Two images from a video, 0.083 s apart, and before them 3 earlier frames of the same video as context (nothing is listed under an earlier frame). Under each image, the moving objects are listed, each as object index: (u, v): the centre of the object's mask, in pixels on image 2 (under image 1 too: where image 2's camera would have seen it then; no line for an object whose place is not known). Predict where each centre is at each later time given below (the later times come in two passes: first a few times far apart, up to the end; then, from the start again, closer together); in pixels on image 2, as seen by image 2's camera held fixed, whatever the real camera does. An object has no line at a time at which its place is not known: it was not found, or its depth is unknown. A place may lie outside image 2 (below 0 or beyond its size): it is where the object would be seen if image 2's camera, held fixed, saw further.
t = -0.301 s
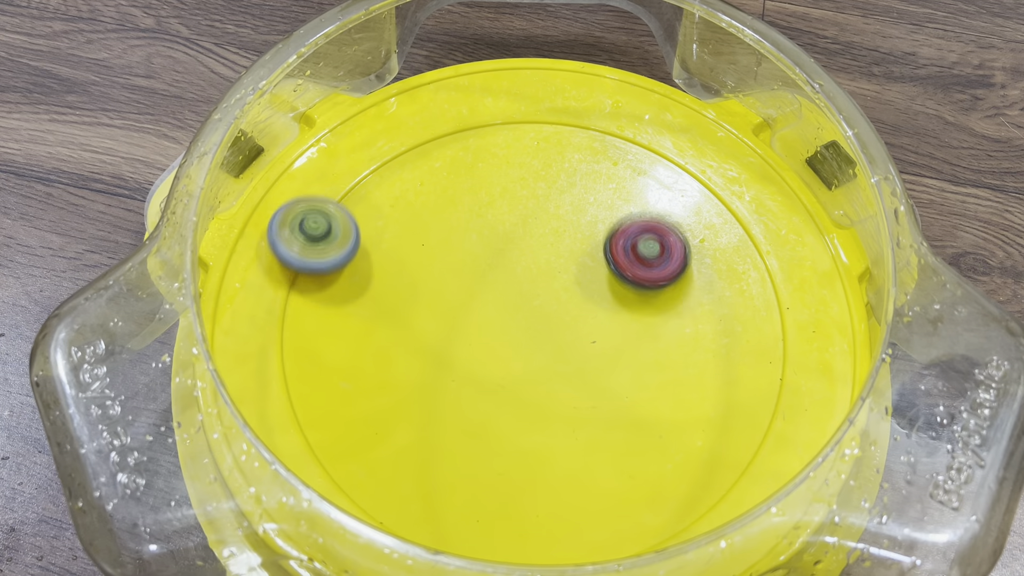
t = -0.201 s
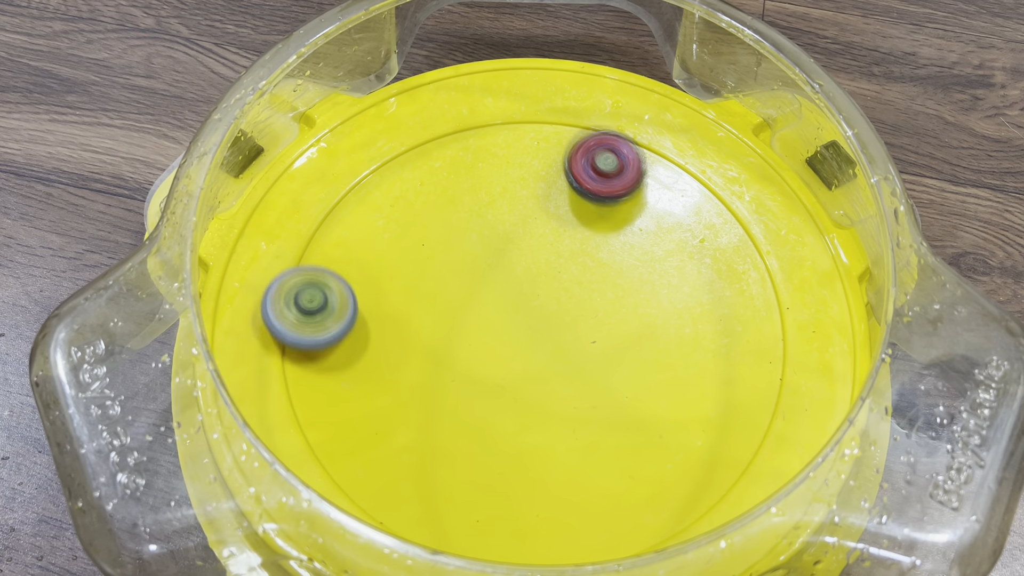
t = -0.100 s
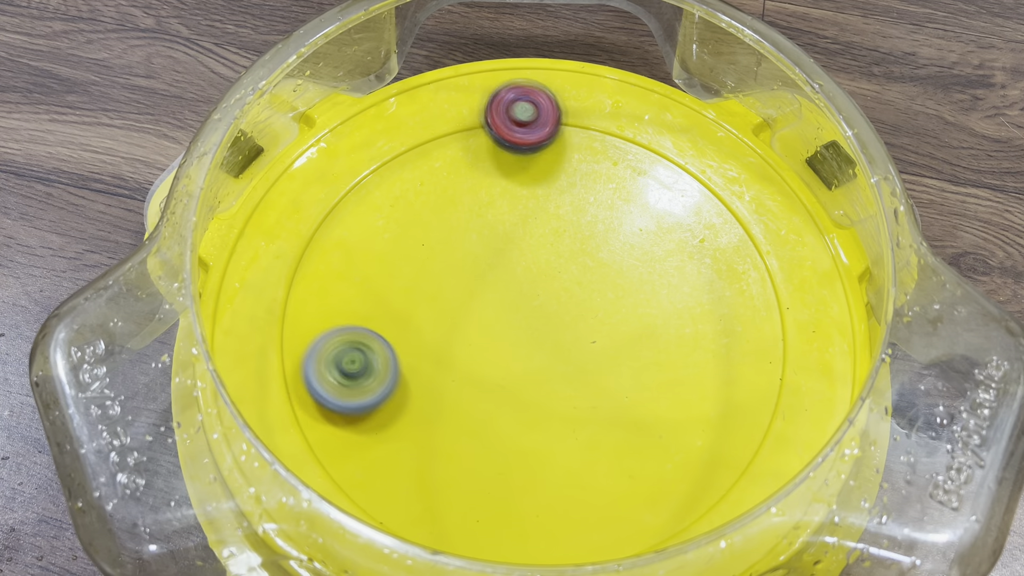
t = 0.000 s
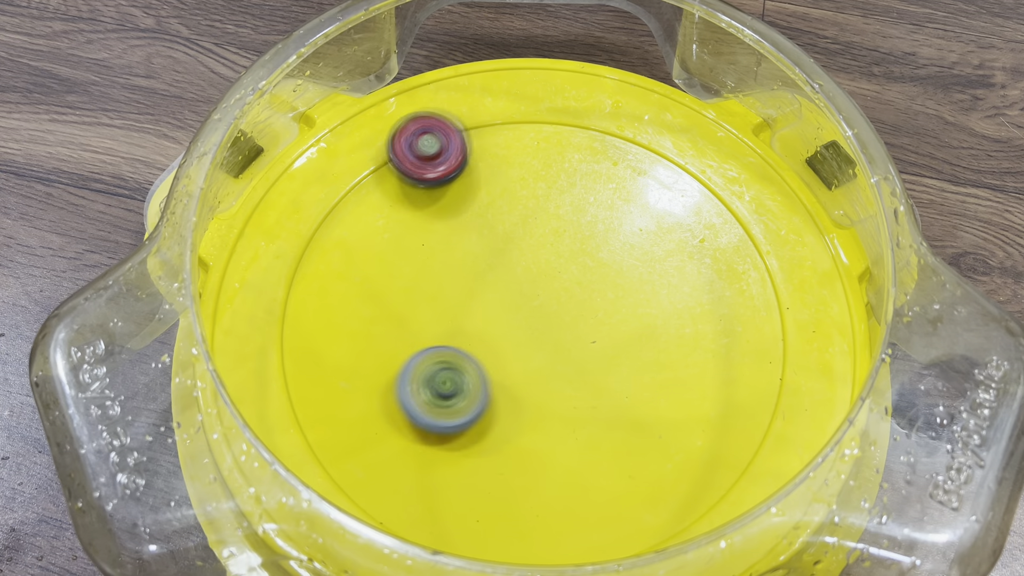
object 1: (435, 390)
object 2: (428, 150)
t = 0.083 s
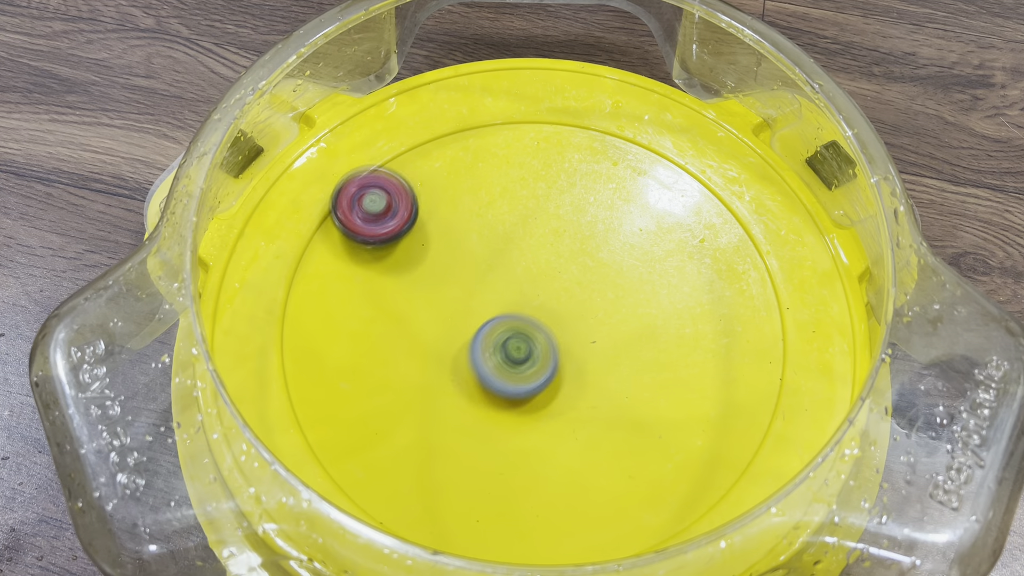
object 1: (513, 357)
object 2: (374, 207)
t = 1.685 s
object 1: (526, 331)
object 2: (752, 270)
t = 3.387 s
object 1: (495, 374)
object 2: (528, 483)
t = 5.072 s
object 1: (537, 375)
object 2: (466, 203)
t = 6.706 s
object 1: (630, 202)
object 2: (653, 382)
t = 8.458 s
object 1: (619, 389)
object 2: (377, 332)
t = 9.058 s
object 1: (467, 369)
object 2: (588, 267)
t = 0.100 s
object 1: (523, 346)
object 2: (368, 222)
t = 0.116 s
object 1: (533, 333)
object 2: (365, 238)
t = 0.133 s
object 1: (541, 321)
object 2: (364, 254)
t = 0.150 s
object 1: (542, 307)
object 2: (364, 271)
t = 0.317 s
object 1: (529, 180)
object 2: (484, 399)
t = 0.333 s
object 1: (520, 170)
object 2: (503, 404)
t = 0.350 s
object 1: (510, 161)
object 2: (523, 407)
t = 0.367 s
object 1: (499, 153)
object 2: (543, 408)
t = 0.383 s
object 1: (488, 146)
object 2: (562, 406)
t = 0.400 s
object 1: (476, 140)
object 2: (581, 404)
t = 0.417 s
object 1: (464, 136)
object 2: (600, 399)
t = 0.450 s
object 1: (440, 131)
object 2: (633, 386)
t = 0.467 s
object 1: (428, 132)
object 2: (648, 378)
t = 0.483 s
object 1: (418, 138)
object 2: (662, 367)
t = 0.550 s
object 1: (379, 166)
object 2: (704, 318)
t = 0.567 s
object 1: (371, 173)
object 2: (711, 304)
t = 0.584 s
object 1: (365, 182)
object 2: (717, 290)
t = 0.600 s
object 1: (361, 193)
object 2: (721, 276)
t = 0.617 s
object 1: (358, 205)
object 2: (724, 261)
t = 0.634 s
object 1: (356, 217)
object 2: (726, 247)
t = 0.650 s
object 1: (350, 229)
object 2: (725, 233)
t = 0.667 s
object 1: (351, 243)
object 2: (722, 219)
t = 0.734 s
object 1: (380, 296)
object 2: (694, 169)
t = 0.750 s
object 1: (392, 307)
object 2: (683, 158)
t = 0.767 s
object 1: (405, 318)
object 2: (670, 150)
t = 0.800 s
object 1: (435, 334)
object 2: (642, 137)
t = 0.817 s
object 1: (451, 340)
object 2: (627, 133)
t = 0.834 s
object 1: (468, 344)
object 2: (612, 131)
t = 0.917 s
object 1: (560, 337)
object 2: (534, 144)
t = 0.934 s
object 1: (575, 331)
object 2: (520, 151)
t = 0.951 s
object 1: (589, 324)
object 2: (506, 160)
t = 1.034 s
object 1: (644, 269)
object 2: (450, 219)
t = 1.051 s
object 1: (651, 256)
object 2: (442, 233)
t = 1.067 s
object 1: (656, 244)
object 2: (436, 249)
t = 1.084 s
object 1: (660, 230)
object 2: (432, 265)
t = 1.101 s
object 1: (662, 217)
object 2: (430, 281)
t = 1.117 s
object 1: (662, 203)
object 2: (430, 299)
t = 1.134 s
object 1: (662, 190)
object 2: (432, 315)
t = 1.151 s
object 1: (659, 177)
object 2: (435, 332)
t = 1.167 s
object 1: (655, 165)
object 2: (441, 349)
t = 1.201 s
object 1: (643, 143)
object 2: (456, 380)
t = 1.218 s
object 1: (635, 135)
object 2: (466, 394)
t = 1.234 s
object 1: (624, 130)
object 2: (478, 407)
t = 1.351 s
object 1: (539, 129)
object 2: (593, 466)
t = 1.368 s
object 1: (528, 132)
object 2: (611, 468)
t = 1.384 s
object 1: (517, 136)
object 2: (630, 469)
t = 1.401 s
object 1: (507, 142)
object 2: (649, 467)
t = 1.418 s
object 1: (498, 149)
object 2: (666, 462)
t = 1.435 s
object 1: (490, 157)
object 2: (683, 457)
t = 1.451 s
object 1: (482, 166)
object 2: (699, 449)
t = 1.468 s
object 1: (475, 176)
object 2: (714, 440)
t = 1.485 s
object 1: (470, 187)
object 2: (727, 430)
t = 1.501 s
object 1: (466, 199)
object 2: (739, 419)
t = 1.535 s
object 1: (462, 224)
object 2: (758, 394)
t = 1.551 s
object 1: (462, 237)
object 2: (764, 380)
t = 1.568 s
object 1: (464, 251)
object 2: (769, 366)
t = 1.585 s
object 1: (468, 264)
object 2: (772, 351)
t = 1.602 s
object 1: (474, 277)
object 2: (774, 337)
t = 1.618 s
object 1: (482, 289)
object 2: (773, 323)
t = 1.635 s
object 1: (491, 301)
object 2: (770, 309)
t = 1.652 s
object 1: (501, 312)
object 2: (766, 295)
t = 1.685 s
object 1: (526, 331)
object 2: (752, 270)
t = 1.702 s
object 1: (540, 339)
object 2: (742, 258)
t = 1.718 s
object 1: (555, 345)
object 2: (730, 248)
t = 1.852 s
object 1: (680, 345)
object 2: (603, 215)
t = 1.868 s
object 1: (694, 339)
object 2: (586, 218)
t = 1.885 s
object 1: (706, 331)
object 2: (569, 222)
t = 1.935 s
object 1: (737, 303)
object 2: (521, 241)
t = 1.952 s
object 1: (745, 293)
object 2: (507, 250)
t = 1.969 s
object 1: (751, 281)
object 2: (493, 259)
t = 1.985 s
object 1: (755, 270)
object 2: (480, 269)
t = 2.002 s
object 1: (758, 259)
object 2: (469, 280)
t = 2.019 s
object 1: (759, 248)
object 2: (459, 292)
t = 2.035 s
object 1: (754, 238)
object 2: (450, 304)
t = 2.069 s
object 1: (740, 221)
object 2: (436, 331)
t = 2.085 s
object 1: (734, 213)
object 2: (431, 345)
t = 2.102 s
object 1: (727, 206)
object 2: (428, 360)
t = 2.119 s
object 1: (719, 200)
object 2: (427, 375)
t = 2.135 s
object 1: (711, 193)
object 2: (427, 390)
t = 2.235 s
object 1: (645, 179)
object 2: (465, 473)
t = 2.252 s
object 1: (632, 181)
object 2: (477, 484)
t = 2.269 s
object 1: (620, 184)
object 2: (489, 494)
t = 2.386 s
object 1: (547, 243)
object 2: (602, 520)
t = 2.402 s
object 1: (540, 255)
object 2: (618, 517)
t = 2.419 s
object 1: (535, 267)
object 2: (634, 513)
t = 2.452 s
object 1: (529, 293)
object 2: (664, 497)
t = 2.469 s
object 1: (528, 307)
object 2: (676, 487)
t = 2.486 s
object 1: (529, 320)
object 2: (686, 474)
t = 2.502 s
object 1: (531, 334)
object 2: (694, 461)
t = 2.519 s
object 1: (535, 348)
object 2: (700, 446)
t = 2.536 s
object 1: (539, 361)
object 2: (704, 431)
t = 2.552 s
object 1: (546, 373)
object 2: (706, 415)
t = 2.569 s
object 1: (554, 386)
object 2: (707, 399)
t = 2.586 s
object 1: (563, 397)
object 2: (705, 383)
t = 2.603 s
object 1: (574, 408)
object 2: (702, 368)
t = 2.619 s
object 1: (585, 418)
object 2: (696, 352)
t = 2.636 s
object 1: (599, 427)
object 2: (689, 338)
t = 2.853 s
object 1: (763, 400)
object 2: (513, 240)
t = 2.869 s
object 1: (769, 391)
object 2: (497, 240)
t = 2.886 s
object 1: (772, 381)
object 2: (481, 240)
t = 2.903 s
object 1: (773, 371)
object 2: (466, 242)
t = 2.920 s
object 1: (774, 361)
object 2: (452, 245)
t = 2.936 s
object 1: (773, 350)
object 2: (438, 249)
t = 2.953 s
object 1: (771, 340)
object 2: (424, 254)
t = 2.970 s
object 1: (767, 330)
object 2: (411, 260)
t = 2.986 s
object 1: (762, 321)
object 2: (399, 267)
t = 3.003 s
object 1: (755, 311)
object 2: (387, 275)
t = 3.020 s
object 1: (747, 302)
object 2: (377, 284)
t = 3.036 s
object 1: (738, 295)
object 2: (368, 294)
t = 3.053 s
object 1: (727, 288)
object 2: (359, 305)
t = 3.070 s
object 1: (716, 282)
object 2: (352, 317)
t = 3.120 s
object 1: (678, 271)
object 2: (340, 355)
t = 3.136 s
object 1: (664, 270)
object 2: (339, 369)
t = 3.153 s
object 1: (649, 269)
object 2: (340, 382)
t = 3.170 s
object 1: (635, 270)
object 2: (344, 396)
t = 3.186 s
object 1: (621, 272)
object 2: (349, 410)
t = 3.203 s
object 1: (607, 275)
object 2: (356, 423)
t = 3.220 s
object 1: (593, 280)
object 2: (366, 436)
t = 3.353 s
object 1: (507, 349)
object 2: (491, 489)
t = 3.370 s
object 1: (500, 361)
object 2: (510, 487)
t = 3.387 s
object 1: (495, 374)
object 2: (528, 483)
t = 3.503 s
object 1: (497, 467)
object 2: (621, 407)
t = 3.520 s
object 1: (504, 479)
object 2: (627, 393)
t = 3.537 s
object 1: (511, 490)
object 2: (632, 378)
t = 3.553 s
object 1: (520, 500)
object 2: (635, 363)
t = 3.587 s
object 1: (542, 517)
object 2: (637, 332)
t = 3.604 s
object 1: (555, 521)
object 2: (635, 317)
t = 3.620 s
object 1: (567, 524)
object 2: (633, 302)
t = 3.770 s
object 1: (667, 503)
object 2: (562, 200)
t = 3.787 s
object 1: (675, 495)
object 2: (550, 194)
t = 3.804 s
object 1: (681, 485)
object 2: (538, 189)
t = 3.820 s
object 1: (686, 474)
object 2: (526, 184)
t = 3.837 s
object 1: (689, 462)
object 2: (513, 180)
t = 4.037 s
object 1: (604, 333)
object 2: (372, 220)
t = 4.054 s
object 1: (590, 327)
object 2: (365, 231)
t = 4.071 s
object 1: (576, 323)
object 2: (361, 244)
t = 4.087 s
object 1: (562, 321)
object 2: (358, 257)
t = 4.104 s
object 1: (547, 319)
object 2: (357, 270)
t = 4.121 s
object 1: (533, 318)
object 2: (357, 283)
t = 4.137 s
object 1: (518, 318)
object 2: (360, 298)
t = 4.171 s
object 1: (490, 322)
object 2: (371, 326)
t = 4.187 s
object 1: (476, 325)
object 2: (380, 339)
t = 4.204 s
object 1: (478, 327)
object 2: (371, 354)
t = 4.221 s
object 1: (490, 325)
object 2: (351, 369)
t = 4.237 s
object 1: (502, 327)
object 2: (333, 384)
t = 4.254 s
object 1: (513, 327)
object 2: (317, 399)
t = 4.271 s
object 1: (523, 327)
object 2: (305, 414)
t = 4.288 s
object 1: (532, 327)
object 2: (307, 421)
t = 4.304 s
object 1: (540, 328)
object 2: (318, 427)
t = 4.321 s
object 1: (546, 327)
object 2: (330, 434)
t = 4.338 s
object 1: (550, 327)
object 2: (344, 441)
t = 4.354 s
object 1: (553, 326)
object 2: (358, 447)
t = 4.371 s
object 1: (554, 325)
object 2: (375, 454)
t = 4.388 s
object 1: (554, 323)
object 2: (392, 459)
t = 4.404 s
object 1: (551, 321)
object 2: (409, 465)
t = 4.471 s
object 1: (525, 311)
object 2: (478, 482)
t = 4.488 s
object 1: (516, 310)
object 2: (496, 482)
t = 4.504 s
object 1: (507, 309)
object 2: (513, 481)
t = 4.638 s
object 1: (441, 327)
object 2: (628, 418)
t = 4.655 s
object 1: (429, 333)
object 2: (636, 404)
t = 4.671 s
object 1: (430, 339)
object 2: (643, 391)
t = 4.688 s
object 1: (426, 345)
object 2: (649, 376)
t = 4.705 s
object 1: (417, 352)
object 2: (653, 361)
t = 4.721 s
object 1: (414, 359)
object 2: (653, 346)
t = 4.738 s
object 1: (421, 366)
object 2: (653, 333)
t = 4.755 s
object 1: (413, 373)
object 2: (652, 320)
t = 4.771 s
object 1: (422, 380)
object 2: (649, 307)
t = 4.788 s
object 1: (417, 387)
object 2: (644, 294)
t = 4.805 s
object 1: (420, 394)
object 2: (638, 282)
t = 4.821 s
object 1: (424, 400)
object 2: (632, 271)
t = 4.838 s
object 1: (430, 405)
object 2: (625, 260)
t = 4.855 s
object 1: (436, 410)
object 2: (616, 249)
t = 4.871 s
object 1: (444, 414)
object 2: (607, 239)
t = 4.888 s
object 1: (451, 416)
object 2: (597, 232)
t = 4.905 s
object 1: (459, 417)
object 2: (587, 224)
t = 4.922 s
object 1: (468, 418)
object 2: (575, 218)
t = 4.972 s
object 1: (494, 411)
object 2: (539, 205)
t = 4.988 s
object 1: (509, 407)
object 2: (527, 202)
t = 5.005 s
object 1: (516, 402)
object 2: (515, 200)
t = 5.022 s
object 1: (523, 396)
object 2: (503, 199)
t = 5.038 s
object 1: (529, 389)
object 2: (490, 200)
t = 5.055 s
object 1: (533, 382)
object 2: (478, 201)
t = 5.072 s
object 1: (537, 375)
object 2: (466, 203)
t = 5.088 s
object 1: (540, 367)
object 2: (455, 206)
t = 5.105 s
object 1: (542, 358)
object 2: (444, 211)
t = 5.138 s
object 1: (543, 341)
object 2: (424, 223)
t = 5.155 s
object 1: (541, 332)
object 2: (415, 230)
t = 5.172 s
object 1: (538, 324)
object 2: (407, 239)
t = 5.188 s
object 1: (535, 316)
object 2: (399, 249)
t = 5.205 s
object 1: (531, 308)
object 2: (394, 259)
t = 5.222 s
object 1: (525, 300)
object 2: (390, 270)
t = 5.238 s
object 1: (519, 293)
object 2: (387, 282)
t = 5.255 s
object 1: (513, 287)
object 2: (386, 295)
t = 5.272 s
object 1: (505, 282)
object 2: (387, 307)
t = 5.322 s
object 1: (481, 271)
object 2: (400, 345)
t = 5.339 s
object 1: (473, 269)
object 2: (409, 357)
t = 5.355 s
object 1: (465, 269)
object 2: (420, 369)
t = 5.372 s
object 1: (457, 269)
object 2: (431, 379)
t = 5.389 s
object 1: (450, 270)
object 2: (443, 387)
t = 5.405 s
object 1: (443, 272)
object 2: (457, 396)
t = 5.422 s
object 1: (437, 275)
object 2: (472, 402)
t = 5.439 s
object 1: (431, 278)
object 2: (488, 406)
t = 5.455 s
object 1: (426, 283)
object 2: (503, 409)
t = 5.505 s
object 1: (418, 299)
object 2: (552, 407)
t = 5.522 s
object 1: (411, 304)
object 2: (567, 404)
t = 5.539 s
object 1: (411, 310)
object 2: (582, 400)
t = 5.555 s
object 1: (412, 316)
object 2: (597, 393)
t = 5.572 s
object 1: (413, 322)
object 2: (609, 386)
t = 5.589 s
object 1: (416, 328)
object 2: (621, 379)
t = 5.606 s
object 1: (420, 334)
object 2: (632, 369)
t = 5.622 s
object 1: (425, 340)
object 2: (642, 359)
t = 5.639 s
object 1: (431, 345)
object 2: (649, 349)
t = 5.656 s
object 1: (438, 349)
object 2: (656, 337)
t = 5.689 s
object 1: (454, 355)
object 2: (666, 314)
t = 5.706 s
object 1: (463, 357)
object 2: (669, 302)
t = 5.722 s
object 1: (471, 357)
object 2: (672, 290)
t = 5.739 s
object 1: (480, 357)
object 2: (672, 278)
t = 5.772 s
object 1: (496, 354)
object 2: (668, 254)
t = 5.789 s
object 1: (503, 351)
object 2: (665, 244)
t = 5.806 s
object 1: (511, 348)
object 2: (660, 234)
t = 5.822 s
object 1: (518, 343)
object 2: (653, 224)
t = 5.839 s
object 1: (524, 338)
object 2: (646, 214)
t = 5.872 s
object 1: (534, 326)
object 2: (628, 196)
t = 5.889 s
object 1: (539, 319)
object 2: (619, 190)
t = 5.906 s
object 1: (542, 311)
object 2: (608, 184)
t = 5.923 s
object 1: (545, 303)
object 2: (596, 180)
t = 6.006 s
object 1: (550, 263)
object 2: (534, 176)
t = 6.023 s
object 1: (547, 256)
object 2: (521, 179)
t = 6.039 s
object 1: (542, 266)
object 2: (506, 164)
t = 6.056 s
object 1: (542, 283)
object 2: (488, 138)
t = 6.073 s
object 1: (543, 302)
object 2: (471, 118)
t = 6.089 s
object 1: (549, 317)
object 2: (456, 98)
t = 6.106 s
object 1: (543, 335)
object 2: (439, 82)
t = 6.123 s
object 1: (550, 349)
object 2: (425, 70)
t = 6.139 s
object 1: (551, 364)
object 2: (417, 69)
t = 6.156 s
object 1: (553, 377)
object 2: (421, 80)
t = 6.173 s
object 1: (548, 387)
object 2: (421, 92)
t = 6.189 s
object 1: (557, 398)
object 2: (422, 100)
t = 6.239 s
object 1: (568, 417)
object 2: (426, 144)
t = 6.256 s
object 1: (574, 421)
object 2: (426, 156)
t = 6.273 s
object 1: (581, 423)
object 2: (427, 170)
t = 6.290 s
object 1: (590, 423)
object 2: (427, 187)
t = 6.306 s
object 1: (600, 421)
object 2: (428, 205)
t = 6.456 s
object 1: (686, 348)
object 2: (464, 338)
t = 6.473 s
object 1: (691, 337)
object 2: (473, 348)
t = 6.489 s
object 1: (695, 325)
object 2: (485, 356)
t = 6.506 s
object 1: (697, 313)
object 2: (496, 364)
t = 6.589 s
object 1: (688, 257)
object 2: (561, 388)
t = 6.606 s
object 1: (683, 247)
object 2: (574, 389)
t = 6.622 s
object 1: (677, 238)
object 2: (589, 391)
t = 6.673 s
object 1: (652, 214)
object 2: (628, 388)
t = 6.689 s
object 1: (641, 208)
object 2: (641, 387)
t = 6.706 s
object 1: (630, 202)
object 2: (653, 382)
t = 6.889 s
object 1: (501, 221)
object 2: (737, 302)
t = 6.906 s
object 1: (491, 228)
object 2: (740, 291)
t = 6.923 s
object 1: (482, 236)
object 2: (740, 282)
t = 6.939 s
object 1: (475, 246)
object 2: (739, 271)
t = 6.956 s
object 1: (469, 256)
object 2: (736, 262)
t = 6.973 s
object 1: (463, 266)
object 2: (733, 252)
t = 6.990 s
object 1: (459, 277)
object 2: (727, 244)
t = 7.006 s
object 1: (456, 289)
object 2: (720, 236)
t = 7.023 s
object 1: (455, 301)
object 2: (713, 229)
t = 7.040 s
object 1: (455, 313)
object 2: (703, 223)
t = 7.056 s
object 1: (456, 326)
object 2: (693, 217)
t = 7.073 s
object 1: (458, 338)
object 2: (681, 213)
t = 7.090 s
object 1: (462, 350)
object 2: (669, 209)
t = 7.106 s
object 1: (467, 361)
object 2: (656, 208)
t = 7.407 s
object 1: (652, 408)
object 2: (478, 344)
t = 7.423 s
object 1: (659, 401)
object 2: (477, 354)
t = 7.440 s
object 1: (666, 393)
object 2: (476, 367)
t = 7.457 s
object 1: (671, 384)
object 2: (476, 377)
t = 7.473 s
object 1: (675, 374)
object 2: (477, 390)
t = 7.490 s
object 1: (678, 365)
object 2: (479, 400)
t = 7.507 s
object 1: (680, 355)
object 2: (482, 412)
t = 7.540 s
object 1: (680, 335)
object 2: (492, 432)
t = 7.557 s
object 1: (678, 326)
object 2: (497, 441)
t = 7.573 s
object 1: (675, 317)
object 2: (504, 451)
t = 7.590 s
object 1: (670, 308)
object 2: (511, 459)
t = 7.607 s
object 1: (665, 300)
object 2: (521, 467)
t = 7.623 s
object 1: (659, 292)
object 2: (529, 473)
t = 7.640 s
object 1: (652, 286)
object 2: (540, 480)
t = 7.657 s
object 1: (644, 280)
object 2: (550, 485)
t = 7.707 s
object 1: (616, 268)
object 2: (585, 494)
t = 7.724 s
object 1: (605, 265)
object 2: (596, 495)
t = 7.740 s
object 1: (595, 264)
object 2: (609, 494)
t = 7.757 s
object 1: (585, 263)
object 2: (621, 491)
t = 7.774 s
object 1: (574, 264)
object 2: (632, 487)
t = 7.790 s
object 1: (564, 265)
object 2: (642, 482)
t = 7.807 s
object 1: (554, 267)
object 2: (653, 476)
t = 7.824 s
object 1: (545, 270)
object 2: (662, 468)
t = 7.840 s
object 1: (536, 274)
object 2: (670, 458)
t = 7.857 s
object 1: (527, 279)
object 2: (676, 450)
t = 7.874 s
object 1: (518, 285)
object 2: (681, 438)
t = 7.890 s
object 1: (511, 291)
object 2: (684, 428)
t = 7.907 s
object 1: (504, 298)
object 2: (684, 415)
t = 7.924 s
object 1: (497, 305)
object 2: (685, 405)
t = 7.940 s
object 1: (492, 313)
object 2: (681, 392)
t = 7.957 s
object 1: (488, 322)
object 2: (679, 381)
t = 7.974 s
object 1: (484, 331)
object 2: (673, 370)
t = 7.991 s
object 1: (482, 340)
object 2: (668, 357)
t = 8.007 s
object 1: (481, 348)
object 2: (660, 348)
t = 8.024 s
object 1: (480, 357)
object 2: (651, 337)
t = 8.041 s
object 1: (481, 365)
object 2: (642, 328)
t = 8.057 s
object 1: (482, 373)
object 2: (632, 319)
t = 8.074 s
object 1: (484, 381)
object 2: (621, 311)
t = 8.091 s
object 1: (488, 389)
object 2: (609, 303)
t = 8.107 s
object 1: (491, 396)
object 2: (598, 298)
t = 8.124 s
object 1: (495, 402)
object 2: (586, 291)
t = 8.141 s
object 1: (501, 409)
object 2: (573, 287)
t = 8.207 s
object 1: (528, 427)
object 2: (521, 276)
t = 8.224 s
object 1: (536, 430)
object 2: (509, 276)
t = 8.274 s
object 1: (559, 433)
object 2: (472, 277)
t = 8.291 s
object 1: (567, 432)
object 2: (462, 280)
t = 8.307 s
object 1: (575, 430)
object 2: (451, 282)
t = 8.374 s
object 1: (601, 417)
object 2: (412, 299)
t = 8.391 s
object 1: (607, 413)
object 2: (403, 305)
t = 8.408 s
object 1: (611, 408)
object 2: (396, 311)
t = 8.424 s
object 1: (615, 402)
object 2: (390, 317)
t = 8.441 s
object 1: (617, 395)
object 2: (382, 325)
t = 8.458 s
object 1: (619, 389)
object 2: (377, 332)
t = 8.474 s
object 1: (620, 382)
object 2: (373, 342)
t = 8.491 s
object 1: (620, 374)
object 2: (370, 350)
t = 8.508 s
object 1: (618, 367)
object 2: (367, 360)
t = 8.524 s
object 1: (616, 359)
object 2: (366, 368)
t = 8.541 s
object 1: (613, 352)
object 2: (368, 379)
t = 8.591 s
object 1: (600, 332)
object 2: (377, 407)
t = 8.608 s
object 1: (595, 326)
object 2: (385, 414)
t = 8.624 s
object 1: (588, 321)
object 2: (392, 424)
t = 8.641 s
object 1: (581, 317)
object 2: (401, 430)
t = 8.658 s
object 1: (574, 313)
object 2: (412, 437)
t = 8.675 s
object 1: (567, 310)
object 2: (423, 442)
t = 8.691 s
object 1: (559, 308)
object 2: (436, 446)
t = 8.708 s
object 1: (551, 306)
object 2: (449, 449)
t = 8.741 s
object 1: (536, 305)
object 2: (477, 448)
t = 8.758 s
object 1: (528, 305)
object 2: (492, 444)
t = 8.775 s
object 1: (521, 306)
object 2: (506, 441)
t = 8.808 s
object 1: (507, 309)
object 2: (531, 427)
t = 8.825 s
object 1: (501, 312)
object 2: (542, 418)
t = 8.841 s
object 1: (495, 315)
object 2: (554, 409)
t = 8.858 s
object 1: (489, 318)
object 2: (562, 400)
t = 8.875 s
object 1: (484, 322)
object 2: (570, 388)
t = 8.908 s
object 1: (476, 331)
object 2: (582, 366)
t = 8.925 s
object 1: (472, 335)
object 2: (588, 355)
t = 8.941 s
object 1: (470, 339)
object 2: (591, 343)
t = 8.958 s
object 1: (468, 344)
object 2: (594, 331)
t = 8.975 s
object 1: (466, 348)
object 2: (595, 321)
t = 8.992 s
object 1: (466, 353)
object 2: (595, 308)
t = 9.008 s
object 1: (465, 357)
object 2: (594, 297)
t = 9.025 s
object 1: (465, 361)
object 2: (593, 287)
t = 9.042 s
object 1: (466, 365)
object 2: (591, 276)
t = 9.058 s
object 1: (467, 369)
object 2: (588, 267)
